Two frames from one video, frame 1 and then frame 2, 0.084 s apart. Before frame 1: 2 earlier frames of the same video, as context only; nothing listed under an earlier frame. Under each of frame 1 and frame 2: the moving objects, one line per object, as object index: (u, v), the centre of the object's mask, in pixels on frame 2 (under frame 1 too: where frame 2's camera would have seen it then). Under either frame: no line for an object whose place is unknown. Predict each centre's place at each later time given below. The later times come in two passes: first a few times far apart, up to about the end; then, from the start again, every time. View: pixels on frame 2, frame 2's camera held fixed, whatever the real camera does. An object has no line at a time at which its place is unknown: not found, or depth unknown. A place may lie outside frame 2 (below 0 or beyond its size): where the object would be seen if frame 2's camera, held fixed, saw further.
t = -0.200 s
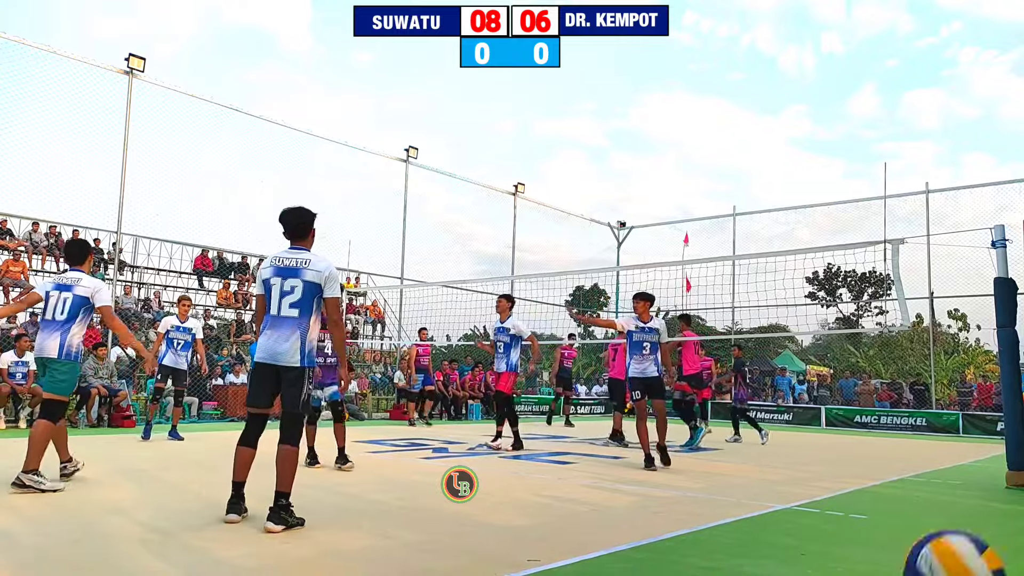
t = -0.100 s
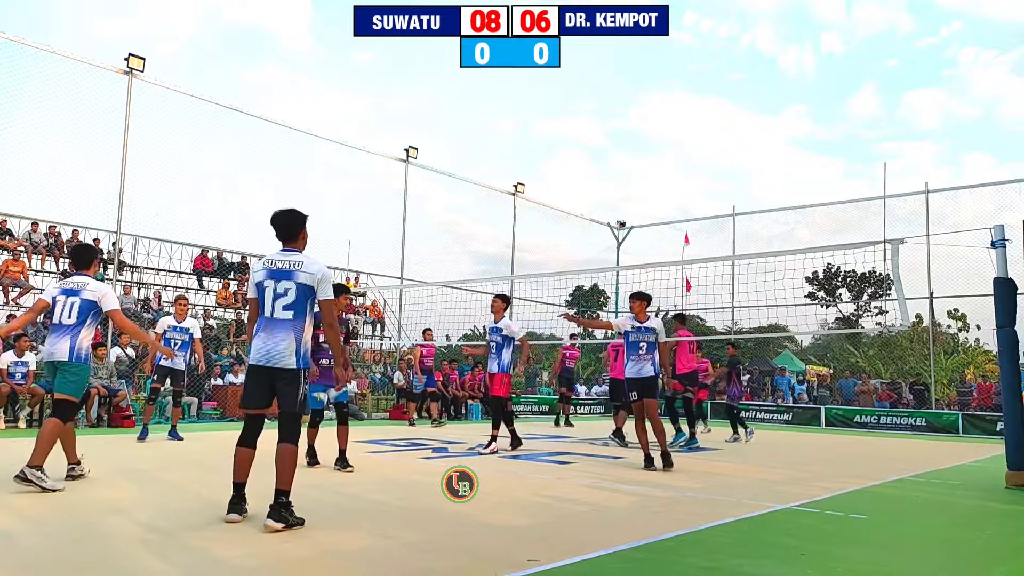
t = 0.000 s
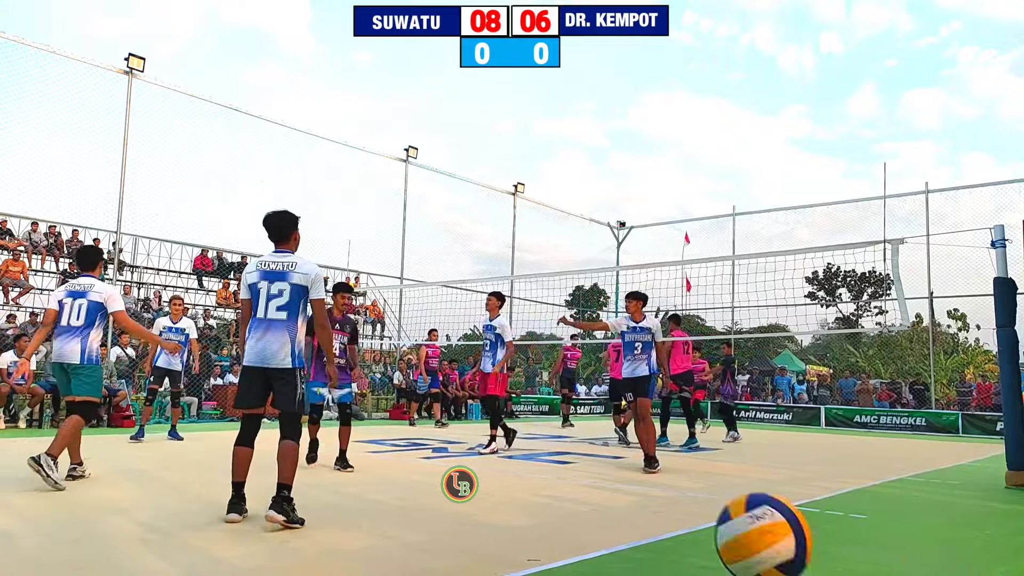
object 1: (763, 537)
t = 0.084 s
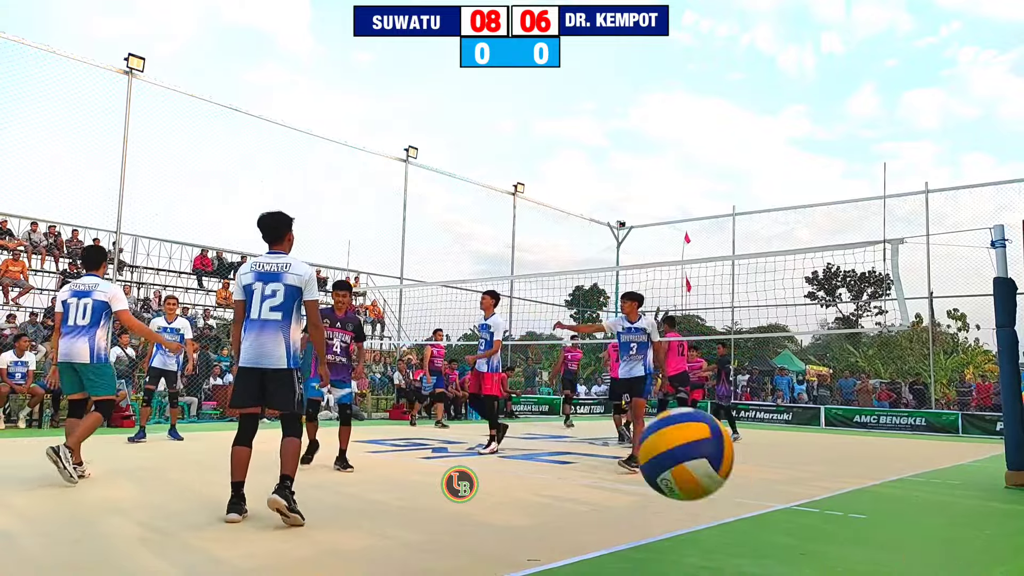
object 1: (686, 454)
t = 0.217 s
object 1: (559, 376)
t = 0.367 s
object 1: (399, 380)
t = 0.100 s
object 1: (669, 440)
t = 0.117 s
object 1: (653, 428)
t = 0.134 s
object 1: (638, 417)
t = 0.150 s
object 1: (623, 406)
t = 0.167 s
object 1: (607, 397)
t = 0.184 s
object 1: (592, 388)
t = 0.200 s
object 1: (575, 381)
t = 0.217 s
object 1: (559, 376)
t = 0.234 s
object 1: (541, 371)
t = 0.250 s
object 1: (525, 367)
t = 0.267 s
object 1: (507, 365)
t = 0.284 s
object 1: (490, 364)
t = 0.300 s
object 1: (473, 364)
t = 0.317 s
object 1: (454, 366)
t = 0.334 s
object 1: (436, 370)
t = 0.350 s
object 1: (418, 374)
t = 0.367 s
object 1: (399, 380)
